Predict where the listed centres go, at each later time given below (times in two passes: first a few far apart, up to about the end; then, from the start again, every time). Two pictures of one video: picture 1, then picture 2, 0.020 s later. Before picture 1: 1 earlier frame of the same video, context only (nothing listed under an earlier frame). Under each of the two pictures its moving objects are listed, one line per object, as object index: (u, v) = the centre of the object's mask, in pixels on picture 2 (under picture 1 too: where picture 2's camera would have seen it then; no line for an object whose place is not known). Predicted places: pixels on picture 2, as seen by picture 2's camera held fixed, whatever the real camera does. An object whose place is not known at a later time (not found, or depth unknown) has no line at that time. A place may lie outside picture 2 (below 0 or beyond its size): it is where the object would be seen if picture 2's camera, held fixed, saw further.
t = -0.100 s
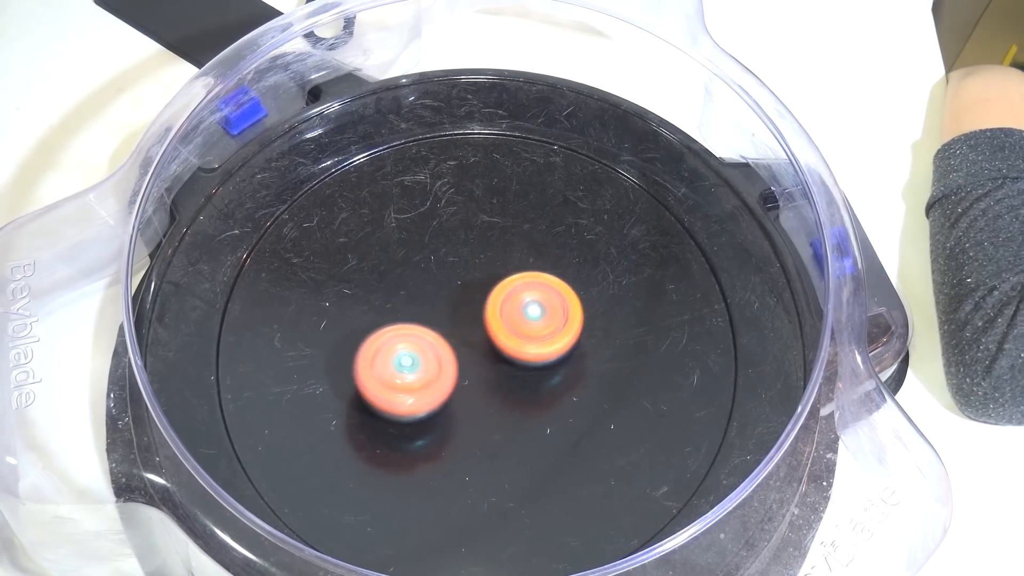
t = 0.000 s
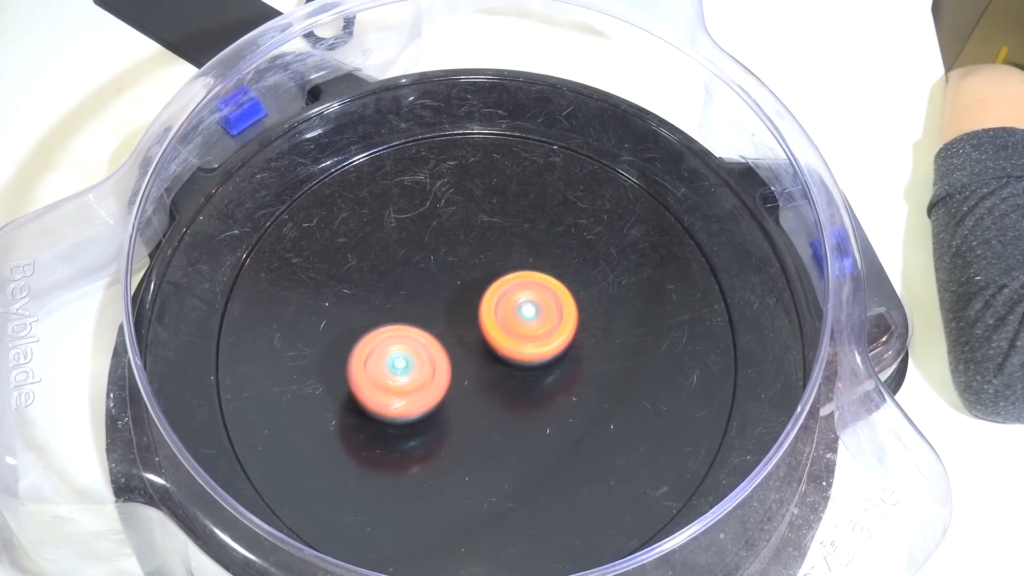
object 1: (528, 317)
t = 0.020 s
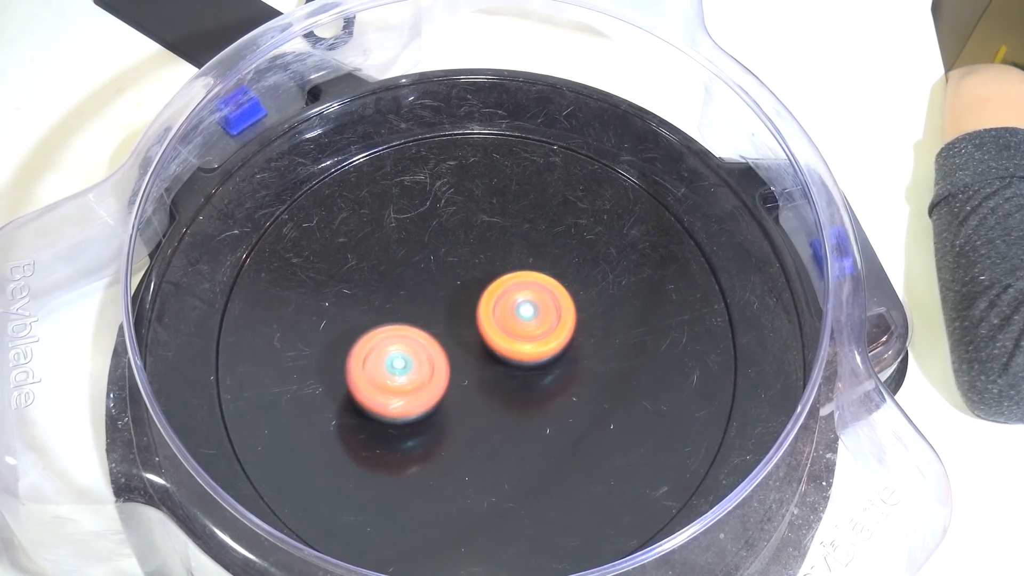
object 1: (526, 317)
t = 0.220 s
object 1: (510, 317)
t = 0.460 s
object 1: (518, 316)
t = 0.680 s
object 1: (528, 313)
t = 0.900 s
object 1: (575, 314)
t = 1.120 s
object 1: (556, 314)
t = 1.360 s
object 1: (563, 330)
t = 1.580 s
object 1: (648, 364)
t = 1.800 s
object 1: (608, 354)
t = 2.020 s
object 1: (561, 339)
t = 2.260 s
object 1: (531, 305)
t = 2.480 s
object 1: (517, 288)
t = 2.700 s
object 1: (513, 285)
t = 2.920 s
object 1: (514, 288)
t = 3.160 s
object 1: (514, 296)
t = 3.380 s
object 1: (524, 292)
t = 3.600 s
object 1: (512, 297)
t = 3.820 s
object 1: (491, 299)
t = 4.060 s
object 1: (494, 280)
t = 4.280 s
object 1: (499, 271)
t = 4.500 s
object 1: (496, 282)
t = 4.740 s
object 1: (510, 269)
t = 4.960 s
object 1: (494, 283)
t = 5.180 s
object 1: (476, 289)
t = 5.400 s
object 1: (472, 279)
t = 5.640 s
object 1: (478, 265)
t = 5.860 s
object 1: (480, 282)
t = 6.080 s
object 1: (481, 296)
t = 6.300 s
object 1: (483, 290)
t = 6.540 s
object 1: (477, 291)
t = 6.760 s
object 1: (491, 266)
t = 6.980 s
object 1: (479, 271)
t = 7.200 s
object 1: (465, 238)
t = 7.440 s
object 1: (460, 175)
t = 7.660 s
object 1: (468, 229)
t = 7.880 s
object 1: (456, 339)
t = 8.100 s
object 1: (465, 318)
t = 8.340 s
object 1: (453, 321)
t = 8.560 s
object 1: (457, 325)
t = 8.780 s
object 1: (440, 333)
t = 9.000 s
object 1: (422, 319)
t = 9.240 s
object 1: (447, 332)
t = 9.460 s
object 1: (471, 384)
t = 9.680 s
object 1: (436, 430)
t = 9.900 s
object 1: (418, 422)
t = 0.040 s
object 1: (525, 317)
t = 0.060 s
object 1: (523, 317)
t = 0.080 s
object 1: (521, 317)
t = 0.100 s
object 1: (520, 317)
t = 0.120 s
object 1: (518, 317)
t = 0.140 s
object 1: (516, 317)
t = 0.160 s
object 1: (515, 317)
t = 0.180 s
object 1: (513, 317)
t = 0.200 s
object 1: (511, 317)
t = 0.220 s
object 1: (510, 317)
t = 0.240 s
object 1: (508, 317)
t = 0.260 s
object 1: (507, 317)
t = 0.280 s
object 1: (505, 318)
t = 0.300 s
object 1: (504, 318)
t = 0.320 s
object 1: (503, 318)
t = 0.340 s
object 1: (502, 318)
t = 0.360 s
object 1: (502, 318)
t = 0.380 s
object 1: (508, 317)
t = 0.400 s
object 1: (513, 317)
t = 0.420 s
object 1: (516, 317)
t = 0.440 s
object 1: (518, 317)
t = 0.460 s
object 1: (518, 316)
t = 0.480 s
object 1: (518, 316)
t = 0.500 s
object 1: (518, 316)
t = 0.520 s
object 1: (518, 316)
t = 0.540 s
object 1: (518, 315)
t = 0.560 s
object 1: (517, 315)
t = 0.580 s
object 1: (517, 315)
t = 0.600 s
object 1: (517, 315)
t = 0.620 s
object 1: (517, 314)
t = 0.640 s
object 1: (516, 315)
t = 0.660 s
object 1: (517, 315)
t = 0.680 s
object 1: (528, 313)
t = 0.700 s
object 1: (544, 312)
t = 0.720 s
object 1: (557, 312)
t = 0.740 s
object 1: (567, 312)
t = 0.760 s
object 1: (574, 312)
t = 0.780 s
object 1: (578, 313)
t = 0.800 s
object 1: (580, 314)
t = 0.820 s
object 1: (581, 314)
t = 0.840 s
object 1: (580, 314)
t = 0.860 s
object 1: (578, 315)
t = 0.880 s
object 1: (577, 314)
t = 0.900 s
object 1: (575, 314)
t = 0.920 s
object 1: (573, 314)
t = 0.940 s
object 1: (572, 314)
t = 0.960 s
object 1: (570, 313)
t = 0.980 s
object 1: (569, 313)
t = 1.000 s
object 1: (567, 313)
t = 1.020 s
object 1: (566, 313)
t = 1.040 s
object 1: (564, 313)
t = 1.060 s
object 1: (562, 313)
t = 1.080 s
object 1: (560, 313)
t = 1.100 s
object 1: (558, 313)
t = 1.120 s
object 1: (556, 314)
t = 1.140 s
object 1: (554, 314)
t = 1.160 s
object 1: (553, 315)
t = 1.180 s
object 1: (550, 315)
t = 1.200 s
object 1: (548, 316)
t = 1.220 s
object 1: (545, 317)
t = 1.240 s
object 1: (543, 318)
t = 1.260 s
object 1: (540, 318)
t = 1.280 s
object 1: (538, 319)
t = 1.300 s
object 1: (536, 320)
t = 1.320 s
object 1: (533, 321)
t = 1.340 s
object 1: (540, 324)
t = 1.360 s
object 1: (563, 330)
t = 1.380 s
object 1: (586, 336)
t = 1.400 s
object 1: (606, 342)
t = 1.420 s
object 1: (623, 348)
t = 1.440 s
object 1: (637, 352)
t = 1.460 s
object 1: (647, 357)
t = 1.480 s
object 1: (654, 360)
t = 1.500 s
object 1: (656, 363)
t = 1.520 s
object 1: (655, 365)
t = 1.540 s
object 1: (654, 365)
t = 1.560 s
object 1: (650, 364)
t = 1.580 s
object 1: (648, 364)
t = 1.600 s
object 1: (644, 363)
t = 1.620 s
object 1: (639, 362)
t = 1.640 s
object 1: (637, 361)
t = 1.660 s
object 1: (632, 359)
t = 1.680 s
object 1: (628, 359)
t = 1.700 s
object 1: (625, 358)
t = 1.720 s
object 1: (620, 357)
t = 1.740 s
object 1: (618, 356)
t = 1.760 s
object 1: (614, 355)
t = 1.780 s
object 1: (610, 355)
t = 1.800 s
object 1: (608, 354)
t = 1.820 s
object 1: (604, 353)
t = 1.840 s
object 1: (601, 352)
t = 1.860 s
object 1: (598, 351)
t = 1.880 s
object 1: (594, 350)
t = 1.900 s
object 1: (591, 349)
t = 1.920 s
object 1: (587, 348)
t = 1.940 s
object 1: (583, 347)
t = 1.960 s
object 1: (578, 346)
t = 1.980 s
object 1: (572, 344)
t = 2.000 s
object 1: (567, 342)
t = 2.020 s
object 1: (561, 339)
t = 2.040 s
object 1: (554, 337)
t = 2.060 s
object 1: (548, 334)
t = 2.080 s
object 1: (540, 331)
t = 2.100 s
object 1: (534, 327)
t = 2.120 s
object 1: (534, 323)
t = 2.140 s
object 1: (537, 321)
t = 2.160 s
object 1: (538, 317)
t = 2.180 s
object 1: (538, 314)
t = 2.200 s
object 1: (536, 311)
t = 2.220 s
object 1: (534, 309)
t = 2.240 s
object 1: (533, 307)
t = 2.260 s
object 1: (531, 305)
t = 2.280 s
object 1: (529, 302)
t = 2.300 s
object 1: (527, 300)
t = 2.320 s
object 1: (526, 298)
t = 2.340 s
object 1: (524, 296)
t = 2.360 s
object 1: (523, 295)
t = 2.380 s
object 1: (522, 293)
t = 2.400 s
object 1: (520, 292)
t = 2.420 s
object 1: (520, 291)
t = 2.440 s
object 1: (519, 289)
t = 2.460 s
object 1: (518, 289)
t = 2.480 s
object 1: (517, 288)
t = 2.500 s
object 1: (516, 287)
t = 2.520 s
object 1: (516, 286)
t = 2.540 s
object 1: (515, 286)
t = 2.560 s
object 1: (515, 285)
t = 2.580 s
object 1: (514, 285)
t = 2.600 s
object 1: (513, 285)
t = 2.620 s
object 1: (513, 285)
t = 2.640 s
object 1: (512, 285)
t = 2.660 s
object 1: (513, 285)
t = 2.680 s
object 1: (513, 284)
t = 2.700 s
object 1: (513, 285)
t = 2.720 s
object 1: (513, 285)
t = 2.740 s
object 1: (512, 285)
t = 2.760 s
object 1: (512, 286)
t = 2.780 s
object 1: (511, 286)
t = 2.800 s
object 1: (511, 286)
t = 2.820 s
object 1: (511, 286)
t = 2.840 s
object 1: (511, 287)
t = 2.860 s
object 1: (511, 288)
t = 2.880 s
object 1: (512, 288)
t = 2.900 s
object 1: (512, 287)
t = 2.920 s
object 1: (514, 288)
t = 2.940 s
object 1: (514, 288)
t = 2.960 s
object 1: (514, 289)
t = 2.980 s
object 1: (513, 290)
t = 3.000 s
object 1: (513, 291)
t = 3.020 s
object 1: (512, 291)
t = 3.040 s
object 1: (512, 292)
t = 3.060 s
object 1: (513, 292)
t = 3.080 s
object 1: (514, 291)
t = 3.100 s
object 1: (515, 292)
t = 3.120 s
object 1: (515, 294)
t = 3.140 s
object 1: (515, 295)
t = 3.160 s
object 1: (514, 296)
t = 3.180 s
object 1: (513, 297)
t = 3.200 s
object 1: (512, 298)
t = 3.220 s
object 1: (516, 296)
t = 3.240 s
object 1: (522, 291)
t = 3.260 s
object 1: (526, 290)
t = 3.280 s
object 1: (528, 289)
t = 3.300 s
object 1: (528, 290)
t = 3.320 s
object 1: (528, 290)
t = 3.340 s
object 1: (526, 292)
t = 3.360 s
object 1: (526, 291)
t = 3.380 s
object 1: (524, 292)
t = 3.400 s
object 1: (524, 292)
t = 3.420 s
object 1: (523, 293)
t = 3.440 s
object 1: (523, 293)
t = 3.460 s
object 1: (521, 294)
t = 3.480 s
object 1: (521, 294)
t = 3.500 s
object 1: (519, 295)
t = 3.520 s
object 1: (518, 295)
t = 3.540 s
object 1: (517, 296)
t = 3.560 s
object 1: (515, 296)
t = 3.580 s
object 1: (514, 297)
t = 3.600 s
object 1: (512, 297)
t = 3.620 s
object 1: (511, 297)
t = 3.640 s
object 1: (508, 298)
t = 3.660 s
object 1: (507, 298)
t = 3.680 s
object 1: (504, 299)
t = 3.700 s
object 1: (503, 299)
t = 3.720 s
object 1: (500, 299)
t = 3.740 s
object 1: (499, 300)
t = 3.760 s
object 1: (496, 300)
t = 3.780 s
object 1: (495, 300)
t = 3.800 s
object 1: (492, 299)
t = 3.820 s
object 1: (491, 299)
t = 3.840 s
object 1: (489, 298)
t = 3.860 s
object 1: (488, 298)
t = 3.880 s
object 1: (490, 294)
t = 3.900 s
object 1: (493, 291)
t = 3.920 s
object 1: (495, 287)
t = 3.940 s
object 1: (496, 285)
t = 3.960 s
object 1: (496, 283)
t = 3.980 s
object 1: (496, 282)
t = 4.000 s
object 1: (496, 281)
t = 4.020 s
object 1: (495, 281)
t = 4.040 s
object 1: (495, 279)
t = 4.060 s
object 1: (494, 280)
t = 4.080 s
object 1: (494, 279)
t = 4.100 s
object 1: (493, 279)
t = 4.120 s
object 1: (494, 278)
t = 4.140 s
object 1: (492, 279)
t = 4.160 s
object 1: (493, 278)
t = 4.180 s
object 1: (491, 279)
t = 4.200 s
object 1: (492, 278)
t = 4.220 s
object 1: (491, 278)
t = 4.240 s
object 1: (494, 274)
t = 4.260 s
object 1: (497, 272)
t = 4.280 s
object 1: (499, 271)
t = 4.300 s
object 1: (499, 273)
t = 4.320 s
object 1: (500, 273)
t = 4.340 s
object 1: (499, 275)
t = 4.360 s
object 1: (499, 275)
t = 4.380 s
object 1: (498, 276)
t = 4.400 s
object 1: (498, 276)
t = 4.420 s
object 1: (497, 278)
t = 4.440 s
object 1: (496, 279)
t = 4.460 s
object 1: (497, 280)
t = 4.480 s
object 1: (495, 280)
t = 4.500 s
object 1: (496, 282)
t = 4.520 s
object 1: (494, 283)
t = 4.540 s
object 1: (495, 285)
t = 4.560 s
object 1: (493, 286)
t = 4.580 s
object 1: (494, 287)
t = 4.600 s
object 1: (495, 286)
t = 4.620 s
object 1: (499, 279)
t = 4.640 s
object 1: (504, 274)
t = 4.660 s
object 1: (507, 271)
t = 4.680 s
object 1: (508, 269)
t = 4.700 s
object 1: (509, 268)
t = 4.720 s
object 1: (510, 268)
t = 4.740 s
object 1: (510, 269)
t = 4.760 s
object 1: (510, 270)
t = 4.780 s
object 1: (508, 272)
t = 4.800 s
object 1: (507, 273)
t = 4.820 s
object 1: (506, 274)
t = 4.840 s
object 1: (504, 275)
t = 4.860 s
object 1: (502, 277)
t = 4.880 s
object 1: (501, 278)
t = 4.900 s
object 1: (499, 279)
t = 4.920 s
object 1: (498, 280)
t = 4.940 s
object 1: (496, 282)
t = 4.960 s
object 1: (494, 283)
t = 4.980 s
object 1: (492, 283)
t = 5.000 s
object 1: (490, 284)
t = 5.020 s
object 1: (489, 285)
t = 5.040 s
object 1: (487, 286)
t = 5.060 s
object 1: (485, 286)
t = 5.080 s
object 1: (483, 287)
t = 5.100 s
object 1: (482, 287)
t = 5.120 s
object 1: (480, 288)
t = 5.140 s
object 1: (478, 288)
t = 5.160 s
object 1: (477, 289)
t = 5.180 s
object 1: (476, 289)
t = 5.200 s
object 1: (474, 289)
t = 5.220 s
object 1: (473, 290)
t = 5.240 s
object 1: (473, 290)
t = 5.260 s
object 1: (472, 290)
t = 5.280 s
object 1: (472, 289)
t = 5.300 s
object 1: (472, 286)
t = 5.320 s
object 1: (473, 284)
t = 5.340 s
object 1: (473, 282)
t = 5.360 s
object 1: (472, 281)
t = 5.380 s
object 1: (472, 280)
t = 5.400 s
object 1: (472, 279)
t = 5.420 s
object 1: (472, 279)
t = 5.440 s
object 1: (472, 279)
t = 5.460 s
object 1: (472, 279)
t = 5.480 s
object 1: (471, 279)
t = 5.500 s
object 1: (471, 279)
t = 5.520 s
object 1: (471, 279)
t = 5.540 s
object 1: (470, 279)
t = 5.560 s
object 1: (470, 279)
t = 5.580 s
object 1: (471, 277)
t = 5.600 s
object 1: (473, 272)
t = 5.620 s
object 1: (475, 266)
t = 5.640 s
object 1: (478, 265)
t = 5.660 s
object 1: (477, 264)
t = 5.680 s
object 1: (479, 265)
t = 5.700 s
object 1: (477, 268)
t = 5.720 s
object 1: (478, 268)
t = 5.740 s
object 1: (477, 270)
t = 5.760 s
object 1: (477, 269)
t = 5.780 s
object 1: (478, 271)
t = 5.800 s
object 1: (477, 273)
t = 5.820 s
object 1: (479, 276)
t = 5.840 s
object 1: (479, 280)
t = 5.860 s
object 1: (480, 282)
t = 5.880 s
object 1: (480, 287)
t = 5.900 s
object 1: (481, 290)
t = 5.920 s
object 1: (482, 291)
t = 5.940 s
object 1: (482, 293)
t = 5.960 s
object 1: (482, 293)
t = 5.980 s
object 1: (482, 293)
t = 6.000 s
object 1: (482, 293)
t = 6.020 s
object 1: (484, 293)
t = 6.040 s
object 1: (482, 295)
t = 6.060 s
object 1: (481, 295)
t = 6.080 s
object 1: (481, 296)
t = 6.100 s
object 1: (480, 296)
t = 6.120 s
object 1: (481, 296)
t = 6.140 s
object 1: (480, 295)
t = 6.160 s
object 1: (482, 291)
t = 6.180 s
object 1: (483, 288)
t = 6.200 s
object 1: (484, 288)
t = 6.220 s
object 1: (485, 288)
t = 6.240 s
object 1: (485, 289)
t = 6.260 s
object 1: (484, 289)
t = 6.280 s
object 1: (483, 289)
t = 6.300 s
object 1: (483, 290)
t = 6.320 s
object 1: (482, 289)
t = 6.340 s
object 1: (482, 289)
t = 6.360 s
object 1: (482, 290)
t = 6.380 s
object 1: (482, 290)
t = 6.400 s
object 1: (481, 290)
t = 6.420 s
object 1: (480, 290)
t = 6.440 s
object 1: (480, 290)
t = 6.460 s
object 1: (480, 291)
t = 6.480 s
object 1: (479, 290)
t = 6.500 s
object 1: (479, 291)
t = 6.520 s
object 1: (478, 291)
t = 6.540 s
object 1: (477, 291)
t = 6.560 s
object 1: (477, 291)
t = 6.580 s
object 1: (476, 292)
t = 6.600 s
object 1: (475, 291)
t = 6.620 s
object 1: (476, 290)
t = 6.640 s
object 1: (478, 281)
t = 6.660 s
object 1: (483, 274)
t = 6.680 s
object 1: (487, 269)
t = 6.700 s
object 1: (489, 265)
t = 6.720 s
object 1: (491, 264)
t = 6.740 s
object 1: (492, 264)
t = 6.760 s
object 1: (491, 266)
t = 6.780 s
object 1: (490, 267)
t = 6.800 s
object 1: (488, 268)
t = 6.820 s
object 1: (486, 269)
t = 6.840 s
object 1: (485, 269)
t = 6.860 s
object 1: (483, 269)
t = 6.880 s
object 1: (482, 269)
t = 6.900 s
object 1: (482, 268)
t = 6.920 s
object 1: (481, 269)
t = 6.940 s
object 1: (480, 269)
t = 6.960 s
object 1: (480, 269)
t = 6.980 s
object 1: (479, 271)
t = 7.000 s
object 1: (478, 272)
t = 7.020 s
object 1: (477, 274)
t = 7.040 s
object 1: (475, 276)
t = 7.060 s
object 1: (473, 279)
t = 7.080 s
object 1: (471, 281)
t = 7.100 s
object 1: (469, 283)
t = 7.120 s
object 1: (466, 285)
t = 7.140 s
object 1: (463, 286)
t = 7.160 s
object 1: (464, 270)
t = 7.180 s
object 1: (466, 254)
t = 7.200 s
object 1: (465, 238)
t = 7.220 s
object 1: (466, 225)
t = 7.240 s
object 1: (467, 214)
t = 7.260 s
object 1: (465, 205)
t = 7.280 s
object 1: (464, 197)
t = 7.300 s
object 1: (462, 191)
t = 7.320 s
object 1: (461, 187)
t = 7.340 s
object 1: (460, 182)
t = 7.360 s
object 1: (459, 177)
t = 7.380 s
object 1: (459, 175)
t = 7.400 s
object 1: (460, 174)
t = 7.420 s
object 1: (459, 173)
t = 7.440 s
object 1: (460, 175)
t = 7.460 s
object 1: (460, 178)
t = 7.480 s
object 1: (460, 181)
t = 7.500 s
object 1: (459, 185)
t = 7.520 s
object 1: (460, 187)
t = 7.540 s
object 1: (461, 191)
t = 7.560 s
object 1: (461, 196)
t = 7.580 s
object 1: (463, 201)
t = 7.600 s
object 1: (465, 207)
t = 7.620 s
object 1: (467, 214)
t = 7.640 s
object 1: (467, 222)
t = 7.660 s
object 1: (468, 229)
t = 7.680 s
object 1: (467, 236)
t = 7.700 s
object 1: (466, 245)
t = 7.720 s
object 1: (465, 252)
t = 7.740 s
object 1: (464, 261)
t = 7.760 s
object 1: (462, 269)
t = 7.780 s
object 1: (460, 279)
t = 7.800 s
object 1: (458, 289)
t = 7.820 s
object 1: (457, 301)
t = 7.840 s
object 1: (456, 312)
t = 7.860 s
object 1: (456, 326)
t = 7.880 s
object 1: (456, 339)
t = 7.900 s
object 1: (457, 347)
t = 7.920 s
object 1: (457, 342)
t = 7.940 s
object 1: (457, 335)
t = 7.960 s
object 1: (457, 330)
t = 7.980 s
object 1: (458, 324)
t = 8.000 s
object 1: (459, 319)
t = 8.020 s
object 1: (462, 315)
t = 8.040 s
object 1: (464, 315)
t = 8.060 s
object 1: (464, 315)
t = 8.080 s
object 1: (465, 317)
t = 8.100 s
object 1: (465, 318)
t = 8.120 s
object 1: (464, 318)
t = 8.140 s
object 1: (462, 318)
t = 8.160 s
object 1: (461, 319)
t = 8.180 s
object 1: (459, 320)
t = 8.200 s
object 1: (458, 322)
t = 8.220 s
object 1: (457, 323)
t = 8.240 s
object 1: (457, 322)
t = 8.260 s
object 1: (456, 321)
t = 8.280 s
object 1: (456, 321)
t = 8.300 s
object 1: (455, 320)
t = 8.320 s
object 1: (453, 321)
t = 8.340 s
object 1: (453, 321)
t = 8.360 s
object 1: (455, 322)
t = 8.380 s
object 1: (457, 323)
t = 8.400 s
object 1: (457, 323)
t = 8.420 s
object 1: (456, 323)
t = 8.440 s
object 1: (456, 323)
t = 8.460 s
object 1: (456, 324)
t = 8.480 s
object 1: (456, 325)
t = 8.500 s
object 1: (455, 326)
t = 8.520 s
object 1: (454, 327)
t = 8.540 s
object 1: (454, 326)
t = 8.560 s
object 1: (457, 325)
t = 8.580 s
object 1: (459, 326)
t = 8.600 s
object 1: (459, 327)
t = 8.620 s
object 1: (457, 329)
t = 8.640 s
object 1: (456, 331)
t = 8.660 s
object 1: (456, 332)
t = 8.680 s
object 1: (457, 333)
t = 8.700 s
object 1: (458, 335)
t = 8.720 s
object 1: (458, 337)
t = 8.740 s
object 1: (457, 338)
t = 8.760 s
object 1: (448, 335)
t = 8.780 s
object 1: (440, 333)
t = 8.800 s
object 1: (434, 330)
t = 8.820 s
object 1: (428, 328)
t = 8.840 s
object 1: (427, 326)
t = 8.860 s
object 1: (424, 324)
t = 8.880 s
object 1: (421, 323)
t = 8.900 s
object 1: (420, 322)
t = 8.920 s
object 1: (420, 321)
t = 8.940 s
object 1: (420, 321)
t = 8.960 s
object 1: (421, 320)
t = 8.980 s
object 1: (422, 319)
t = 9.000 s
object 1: (422, 319)
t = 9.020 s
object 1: (422, 319)
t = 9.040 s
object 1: (423, 319)
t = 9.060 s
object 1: (424, 320)
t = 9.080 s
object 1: (424, 321)
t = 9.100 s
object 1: (425, 321)
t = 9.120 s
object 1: (426, 320)
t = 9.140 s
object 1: (428, 320)
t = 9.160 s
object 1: (432, 321)
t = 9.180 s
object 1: (436, 323)
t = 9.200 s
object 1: (439, 326)
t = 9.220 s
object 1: (443, 329)
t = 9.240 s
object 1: (447, 332)
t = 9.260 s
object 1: (452, 334)
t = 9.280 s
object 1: (458, 337)
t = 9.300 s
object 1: (465, 340)
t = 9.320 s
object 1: (472, 343)
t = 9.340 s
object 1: (479, 346)
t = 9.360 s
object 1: (487, 349)
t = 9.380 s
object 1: (495, 351)
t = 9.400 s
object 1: (503, 352)
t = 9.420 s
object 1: (497, 360)
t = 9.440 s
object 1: (483, 373)
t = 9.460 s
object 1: (471, 384)
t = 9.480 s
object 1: (462, 394)
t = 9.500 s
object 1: (455, 402)
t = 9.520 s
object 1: (451, 412)
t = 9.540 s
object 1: (447, 419)
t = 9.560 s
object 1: (445, 426)
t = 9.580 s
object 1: (442, 431)
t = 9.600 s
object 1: (440, 433)
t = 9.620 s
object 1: (439, 434)
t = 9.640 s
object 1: (438, 433)
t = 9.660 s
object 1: (437, 432)
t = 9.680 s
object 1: (436, 430)
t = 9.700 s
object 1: (435, 428)
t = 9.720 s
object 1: (433, 426)
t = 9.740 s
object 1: (430, 424)
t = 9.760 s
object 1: (428, 423)
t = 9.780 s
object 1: (426, 422)
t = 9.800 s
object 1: (424, 422)
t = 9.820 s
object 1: (421, 422)
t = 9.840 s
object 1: (420, 422)
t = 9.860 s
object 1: (418, 422)
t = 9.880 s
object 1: (418, 422)
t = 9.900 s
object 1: (418, 422)
